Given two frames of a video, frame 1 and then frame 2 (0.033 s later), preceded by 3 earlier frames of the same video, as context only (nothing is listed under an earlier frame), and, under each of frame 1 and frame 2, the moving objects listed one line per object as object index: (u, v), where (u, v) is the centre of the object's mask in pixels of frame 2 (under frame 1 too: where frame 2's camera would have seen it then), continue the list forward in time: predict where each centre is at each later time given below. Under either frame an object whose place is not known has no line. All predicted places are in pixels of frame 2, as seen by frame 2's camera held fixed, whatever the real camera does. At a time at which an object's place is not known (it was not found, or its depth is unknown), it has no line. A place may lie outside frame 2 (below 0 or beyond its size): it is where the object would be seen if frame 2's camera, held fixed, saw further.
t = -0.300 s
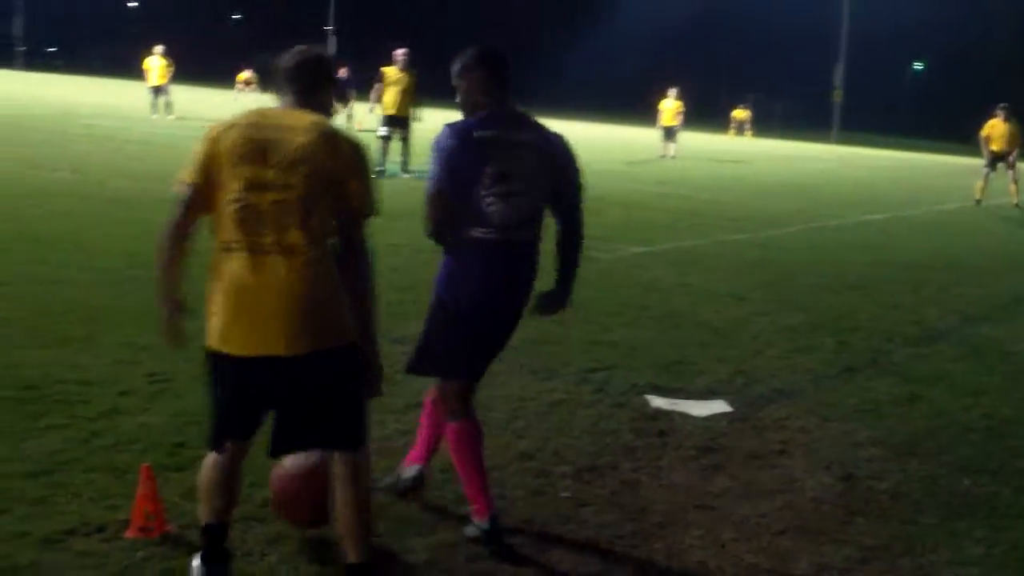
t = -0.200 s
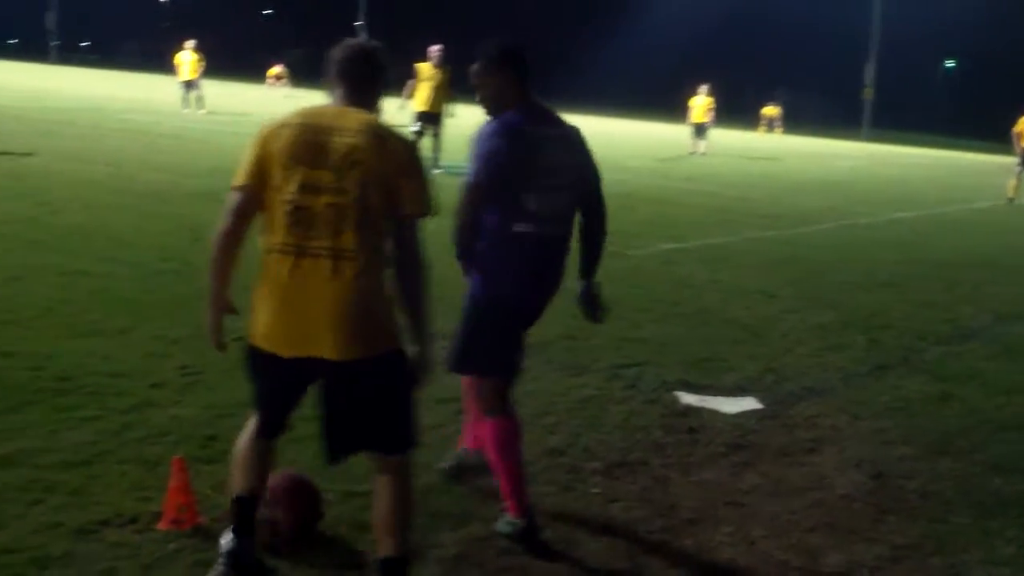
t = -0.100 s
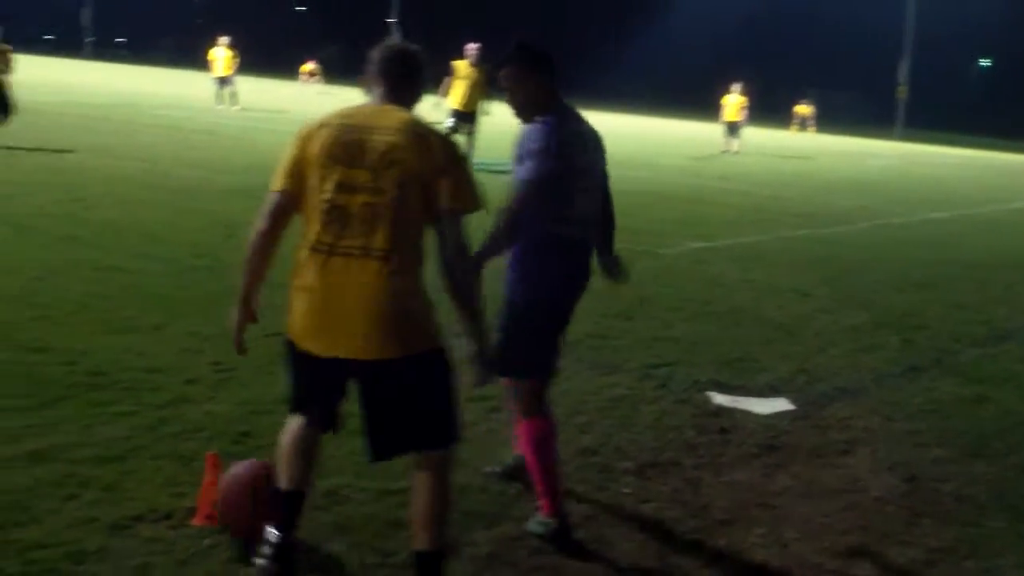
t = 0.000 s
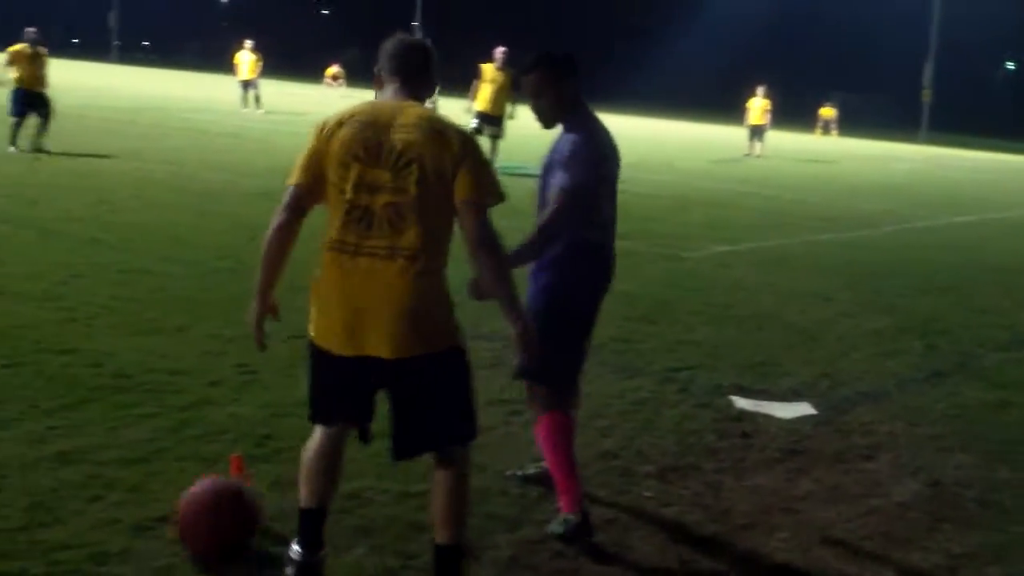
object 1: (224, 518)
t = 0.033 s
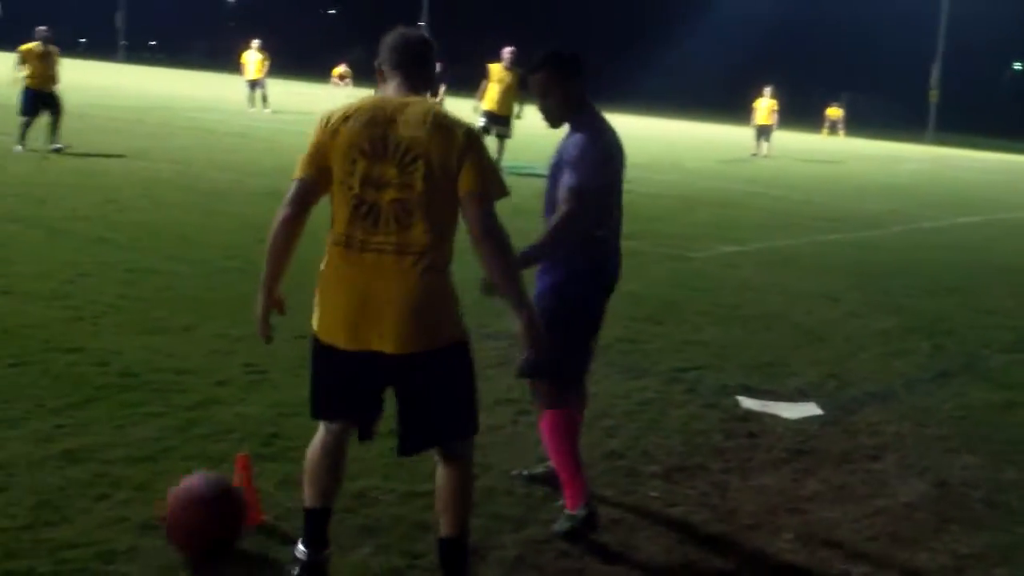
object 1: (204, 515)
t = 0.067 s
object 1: (187, 514)
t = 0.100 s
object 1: (170, 515)
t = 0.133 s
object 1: (148, 523)
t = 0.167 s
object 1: (130, 526)
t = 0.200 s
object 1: (110, 527)
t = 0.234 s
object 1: (90, 527)
